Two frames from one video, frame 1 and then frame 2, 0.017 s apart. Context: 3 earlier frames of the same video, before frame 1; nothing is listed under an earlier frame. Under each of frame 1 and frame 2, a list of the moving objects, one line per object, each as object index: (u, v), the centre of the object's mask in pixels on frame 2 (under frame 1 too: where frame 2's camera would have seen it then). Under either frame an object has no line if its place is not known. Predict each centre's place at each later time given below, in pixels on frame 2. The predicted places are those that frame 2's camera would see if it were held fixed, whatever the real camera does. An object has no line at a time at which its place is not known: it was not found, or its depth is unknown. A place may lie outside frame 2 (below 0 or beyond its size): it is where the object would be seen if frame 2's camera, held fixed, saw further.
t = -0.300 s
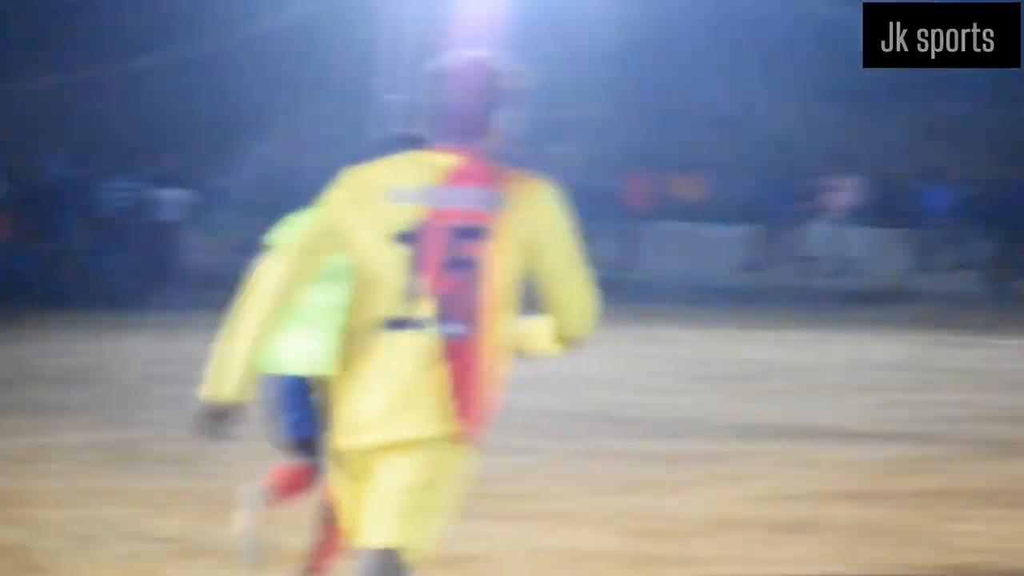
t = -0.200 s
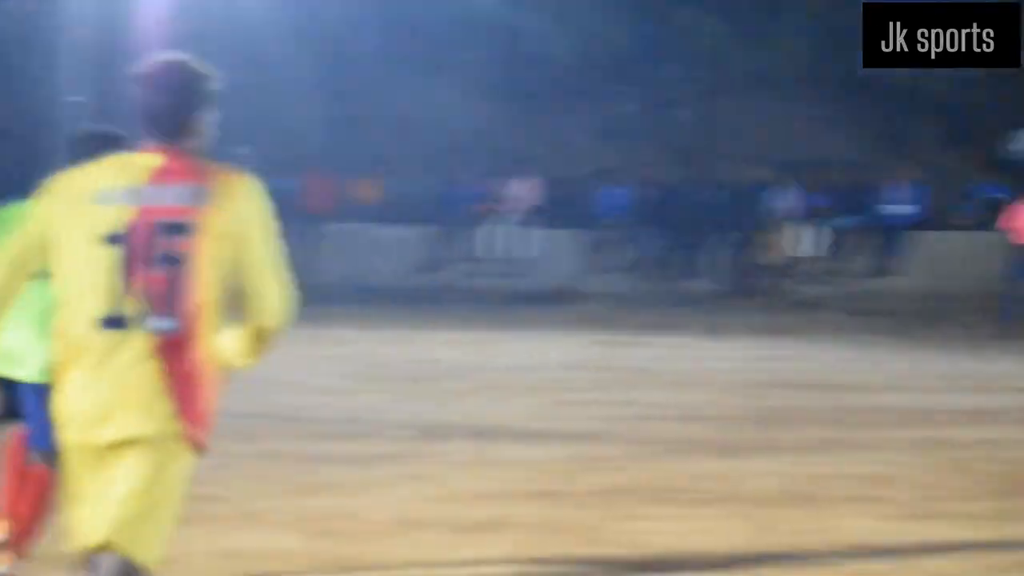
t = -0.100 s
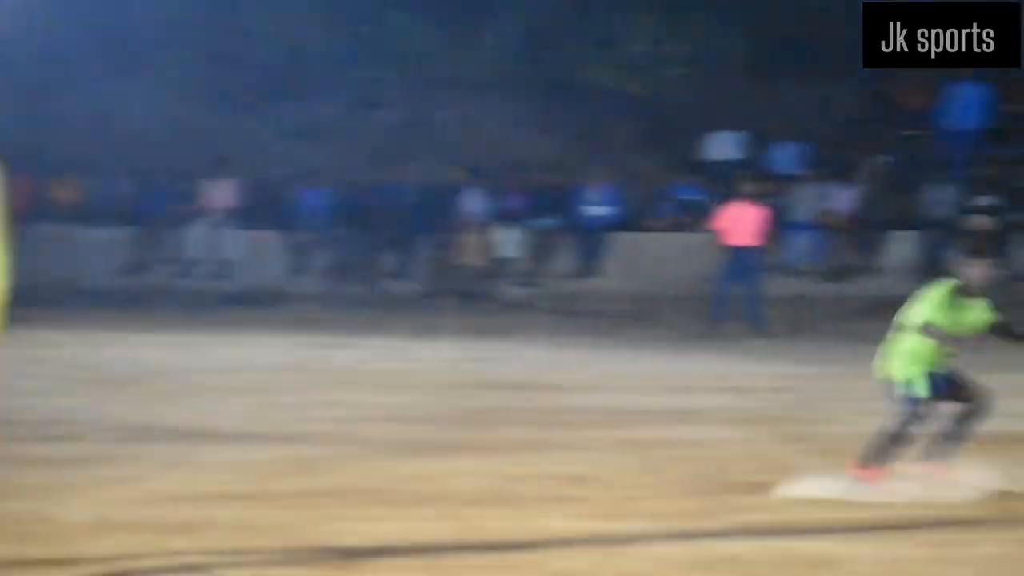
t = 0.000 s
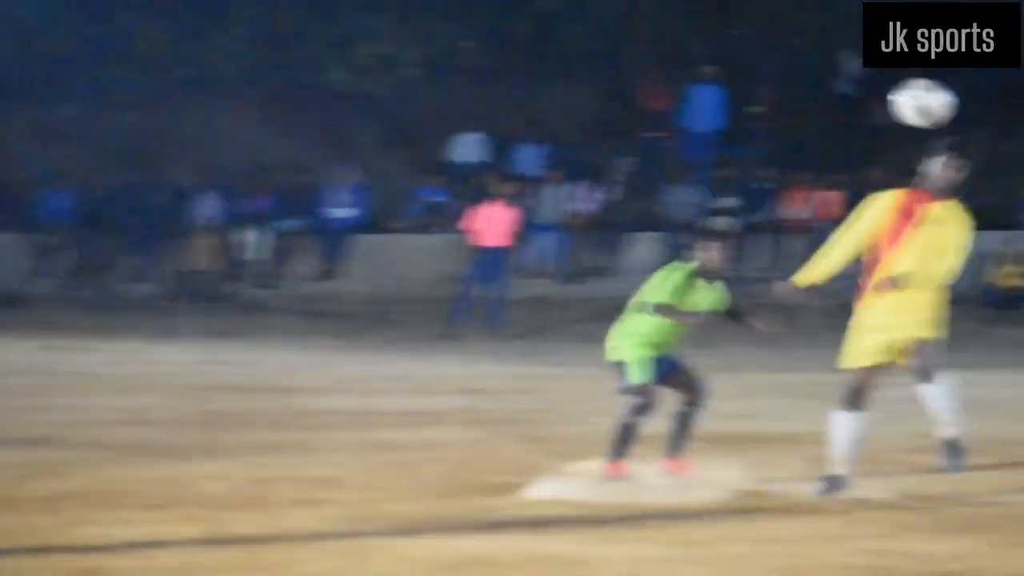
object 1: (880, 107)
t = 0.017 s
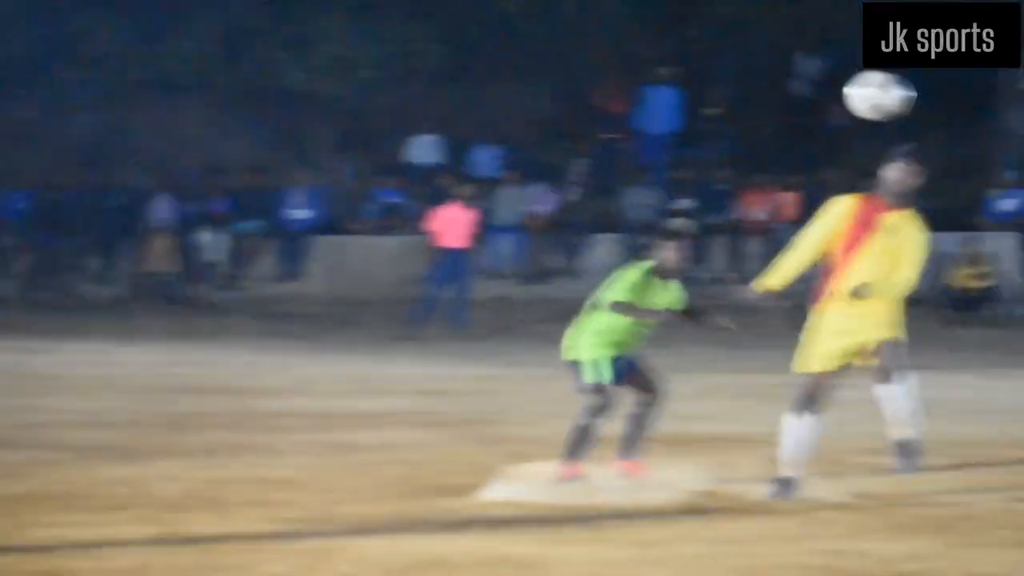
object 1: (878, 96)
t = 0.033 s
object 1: (876, 86)
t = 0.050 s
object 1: (873, 77)
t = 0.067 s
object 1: (863, 70)
